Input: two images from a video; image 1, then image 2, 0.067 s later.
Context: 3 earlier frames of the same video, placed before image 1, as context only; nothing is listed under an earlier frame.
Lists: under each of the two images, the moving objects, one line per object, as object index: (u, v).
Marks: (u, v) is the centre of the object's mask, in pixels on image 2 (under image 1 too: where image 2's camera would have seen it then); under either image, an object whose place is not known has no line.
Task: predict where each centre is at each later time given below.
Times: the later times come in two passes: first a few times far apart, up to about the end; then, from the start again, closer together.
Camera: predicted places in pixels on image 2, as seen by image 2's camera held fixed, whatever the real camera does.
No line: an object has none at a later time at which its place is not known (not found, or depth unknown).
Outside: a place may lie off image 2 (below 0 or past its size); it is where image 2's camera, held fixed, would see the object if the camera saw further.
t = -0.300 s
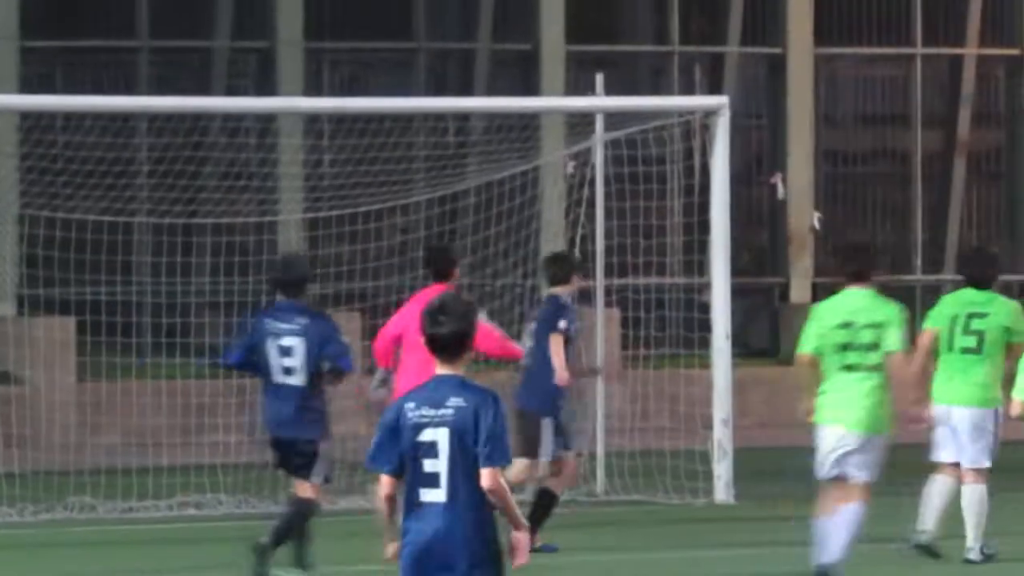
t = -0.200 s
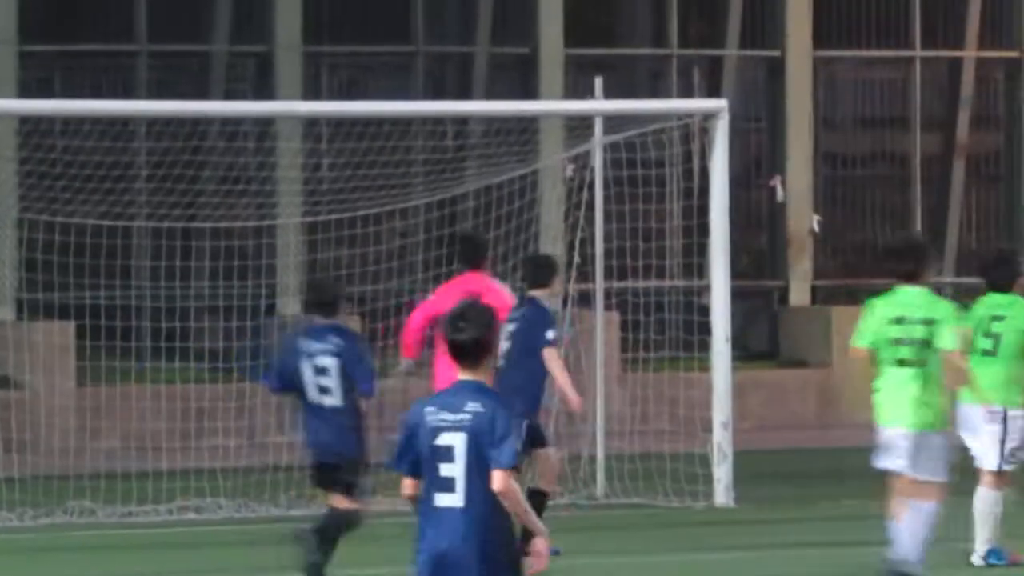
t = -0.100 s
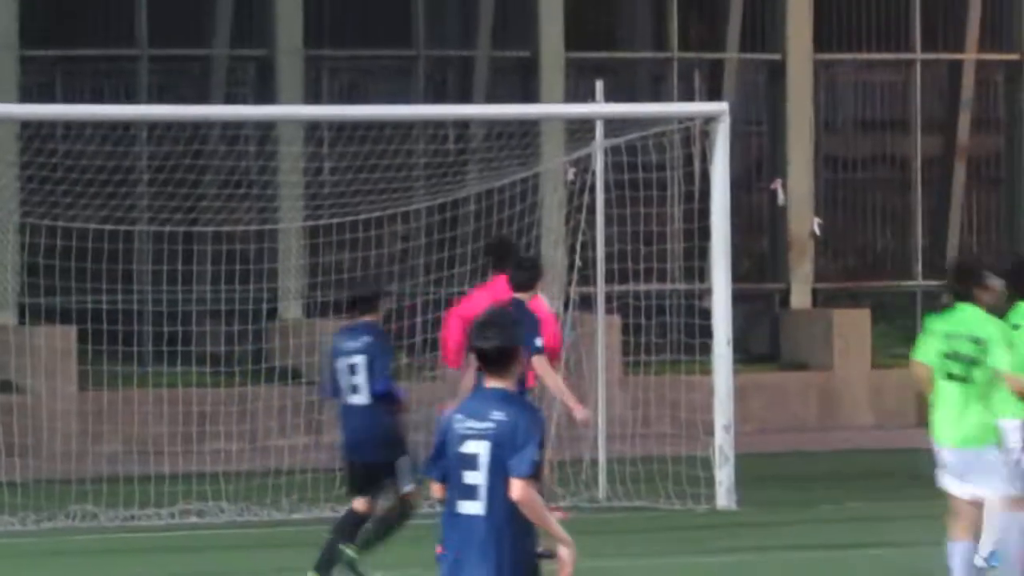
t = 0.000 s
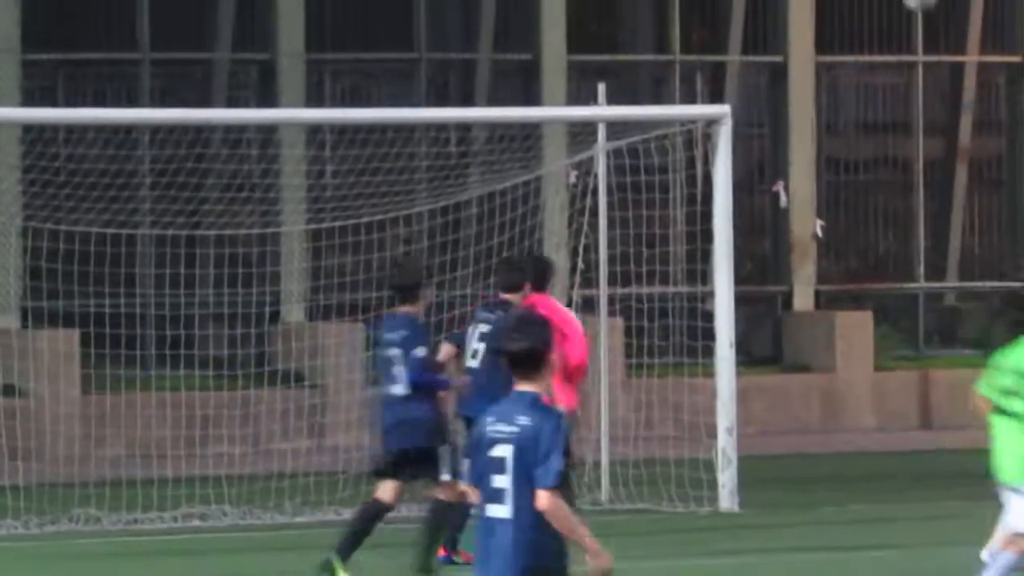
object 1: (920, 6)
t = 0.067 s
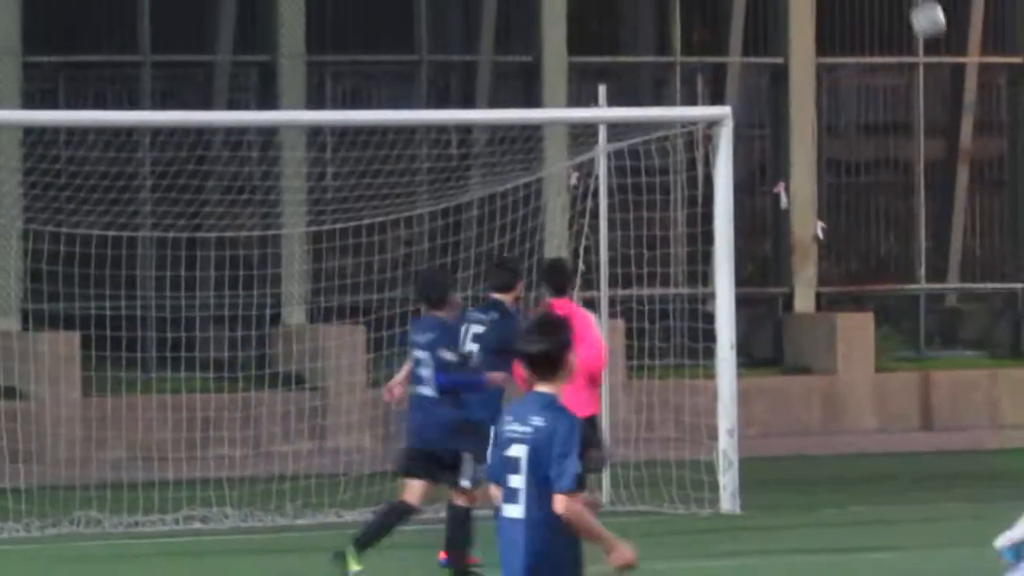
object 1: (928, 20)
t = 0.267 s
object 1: (947, 120)
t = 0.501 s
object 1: (959, 280)
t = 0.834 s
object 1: (957, 361)
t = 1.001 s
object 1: (953, 284)
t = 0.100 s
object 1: (932, 33)
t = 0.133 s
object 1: (936, 48)
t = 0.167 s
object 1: (938, 65)
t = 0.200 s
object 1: (942, 84)
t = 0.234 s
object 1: (945, 102)
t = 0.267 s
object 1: (947, 120)
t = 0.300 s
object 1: (950, 141)
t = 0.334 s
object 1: (952, 162)
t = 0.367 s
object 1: (954, 182)
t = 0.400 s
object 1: (955, 207)
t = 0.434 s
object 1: (958, 229)
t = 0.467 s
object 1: (958, 254)
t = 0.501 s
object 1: (959, 280)
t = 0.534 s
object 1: (960, 310)
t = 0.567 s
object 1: (960, 331)
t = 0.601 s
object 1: (961, 356)
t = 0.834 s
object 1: (957, 361)
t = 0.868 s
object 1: (957, 341)
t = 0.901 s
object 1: (955, 326)
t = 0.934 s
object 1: (953, 309)
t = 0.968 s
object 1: (953, 296)
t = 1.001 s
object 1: (953, 284)
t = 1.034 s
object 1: (952, 271)
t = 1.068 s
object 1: (950, 265)
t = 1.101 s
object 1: (949, 256)
